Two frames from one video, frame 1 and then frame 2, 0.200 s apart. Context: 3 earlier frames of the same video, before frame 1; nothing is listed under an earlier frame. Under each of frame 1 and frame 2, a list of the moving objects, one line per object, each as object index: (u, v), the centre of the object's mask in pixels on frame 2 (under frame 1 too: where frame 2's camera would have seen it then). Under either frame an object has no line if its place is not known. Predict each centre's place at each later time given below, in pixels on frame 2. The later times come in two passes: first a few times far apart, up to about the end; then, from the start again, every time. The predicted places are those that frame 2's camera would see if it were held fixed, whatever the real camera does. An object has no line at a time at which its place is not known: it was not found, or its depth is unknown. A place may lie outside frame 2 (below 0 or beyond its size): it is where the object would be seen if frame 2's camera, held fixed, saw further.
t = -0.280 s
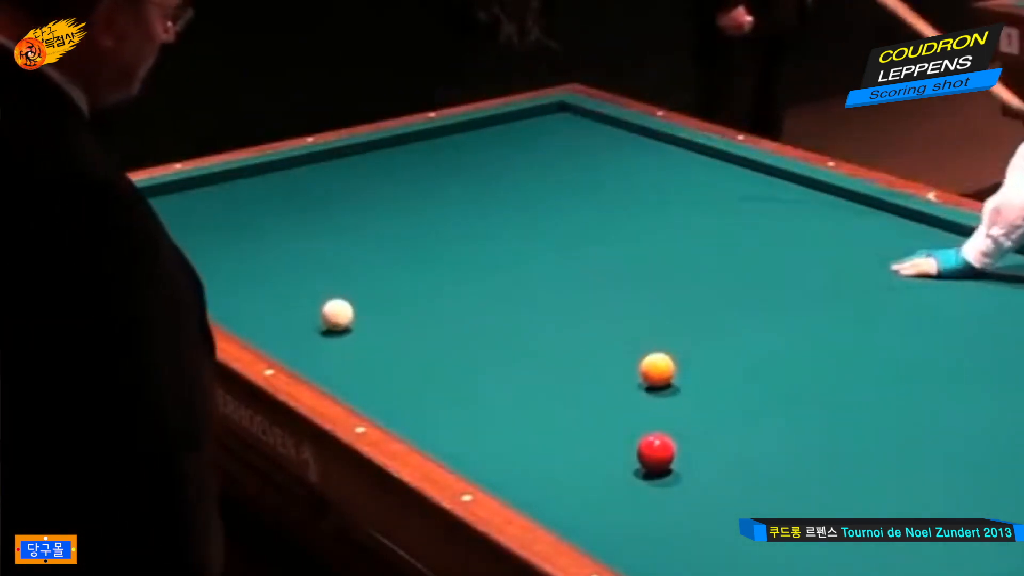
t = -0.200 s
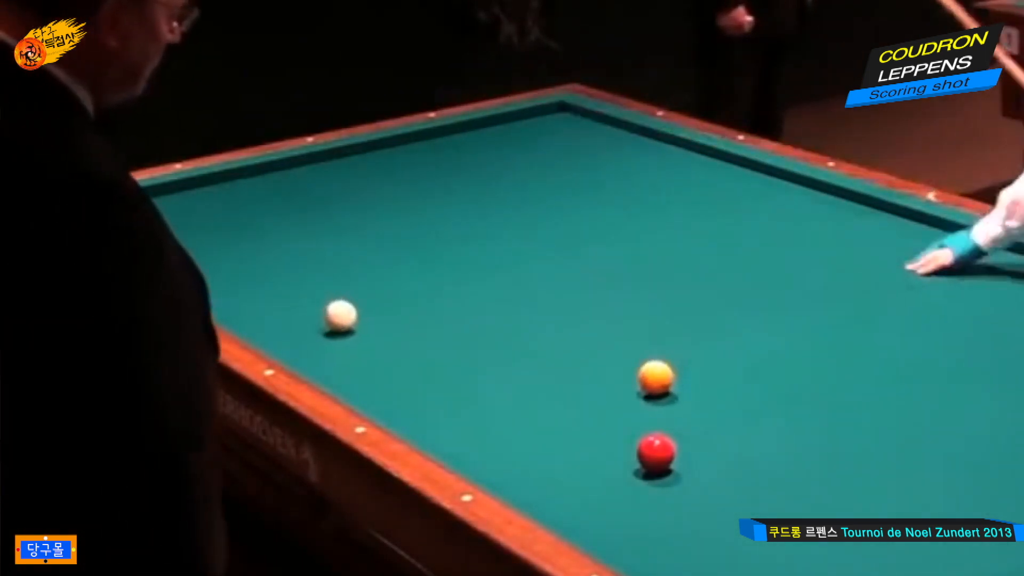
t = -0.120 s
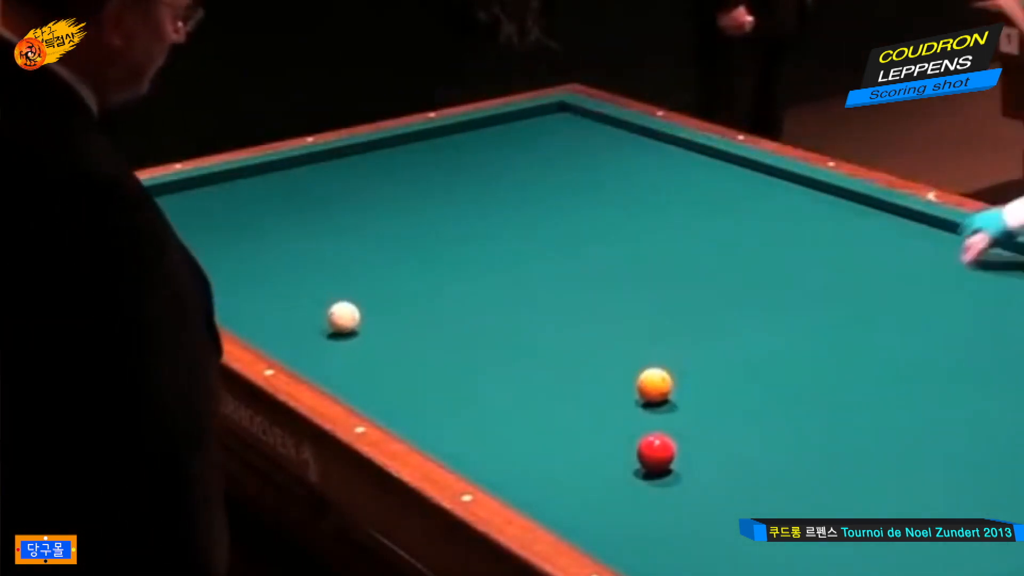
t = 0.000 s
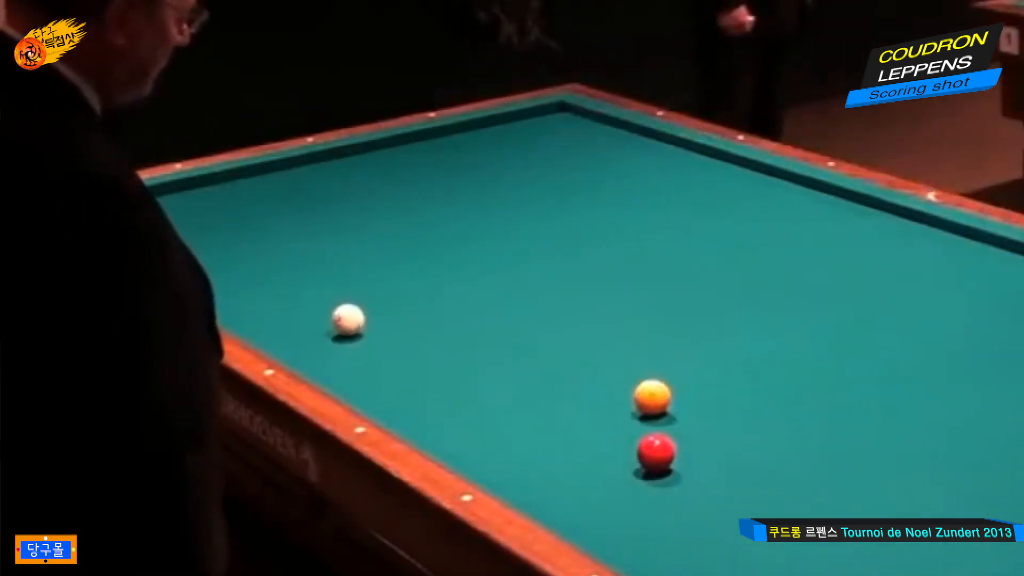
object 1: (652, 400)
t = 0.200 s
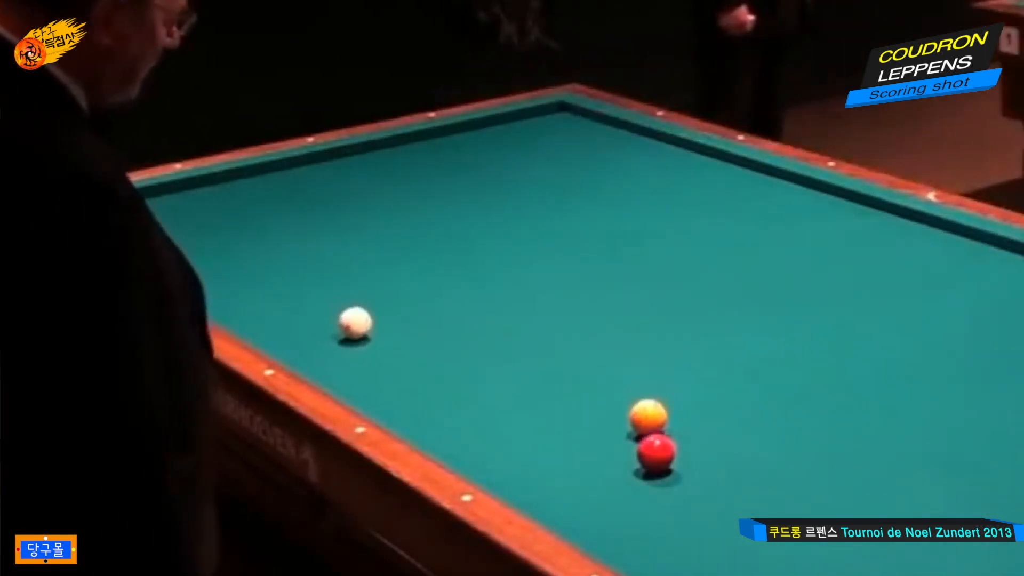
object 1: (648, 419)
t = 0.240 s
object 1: (647, 422)
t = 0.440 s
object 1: (638, 439)
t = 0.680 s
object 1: (623, 451)
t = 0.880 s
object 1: (608, 458)
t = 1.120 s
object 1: (591, 466)
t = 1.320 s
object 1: (577, 473)
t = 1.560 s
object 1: (562, 480)
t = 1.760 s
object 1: (550, 486)
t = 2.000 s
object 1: (543, 487)
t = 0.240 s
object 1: (647, 422)
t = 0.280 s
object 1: (646, 424)
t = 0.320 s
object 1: (644, 428)
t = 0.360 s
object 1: (643, 431)
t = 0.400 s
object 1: (641, 434)
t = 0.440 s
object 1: (638, 439)
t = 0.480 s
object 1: (636, 441)
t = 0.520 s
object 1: (634, 443)
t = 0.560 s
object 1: (631, 446)
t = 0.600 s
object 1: (629, 448)
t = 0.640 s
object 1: (626, 449)
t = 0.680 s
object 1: (623, 451)
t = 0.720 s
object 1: (620, 452)
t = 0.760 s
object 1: (617, 454)
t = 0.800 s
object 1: (614, 455)
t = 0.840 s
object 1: (611, 457)
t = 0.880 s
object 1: (608, 458)
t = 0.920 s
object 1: (605, 459)
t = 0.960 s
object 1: (602, 460)
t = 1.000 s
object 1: (599, 462)
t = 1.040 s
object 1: (596, 463)
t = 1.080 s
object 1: (593, 465)
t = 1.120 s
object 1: (591, 466)
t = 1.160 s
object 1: (588, 467)
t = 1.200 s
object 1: (585, 469)
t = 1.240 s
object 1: (582, 470)
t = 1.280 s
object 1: (580, 472)
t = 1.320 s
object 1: (577, 473)
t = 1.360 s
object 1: (574, 474)
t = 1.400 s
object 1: (572, 475)
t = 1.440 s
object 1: (569, 477)
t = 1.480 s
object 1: (567, 478)
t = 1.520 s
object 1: (564, 479)
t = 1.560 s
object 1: (562, 480)
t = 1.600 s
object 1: (559, 481)
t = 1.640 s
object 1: (557, 483)
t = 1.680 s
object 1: (554, 484)
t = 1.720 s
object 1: (553, 485)
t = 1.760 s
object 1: (550, 486)
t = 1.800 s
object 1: (548, 486)
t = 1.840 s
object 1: (546, 486)
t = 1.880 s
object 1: (545, 487)
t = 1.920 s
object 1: (543, 487)
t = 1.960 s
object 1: (542, 487)
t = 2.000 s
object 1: (543, 487)
